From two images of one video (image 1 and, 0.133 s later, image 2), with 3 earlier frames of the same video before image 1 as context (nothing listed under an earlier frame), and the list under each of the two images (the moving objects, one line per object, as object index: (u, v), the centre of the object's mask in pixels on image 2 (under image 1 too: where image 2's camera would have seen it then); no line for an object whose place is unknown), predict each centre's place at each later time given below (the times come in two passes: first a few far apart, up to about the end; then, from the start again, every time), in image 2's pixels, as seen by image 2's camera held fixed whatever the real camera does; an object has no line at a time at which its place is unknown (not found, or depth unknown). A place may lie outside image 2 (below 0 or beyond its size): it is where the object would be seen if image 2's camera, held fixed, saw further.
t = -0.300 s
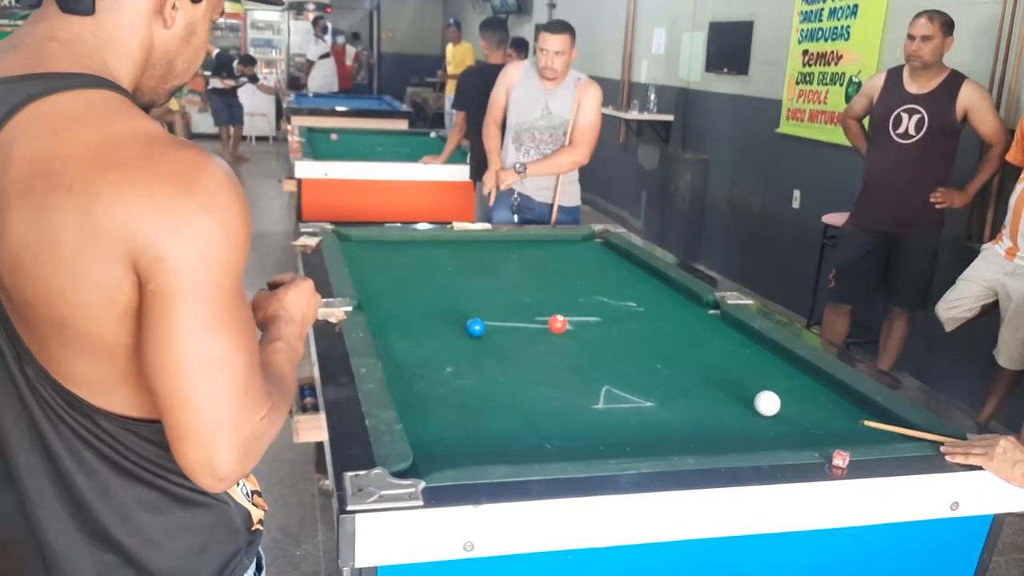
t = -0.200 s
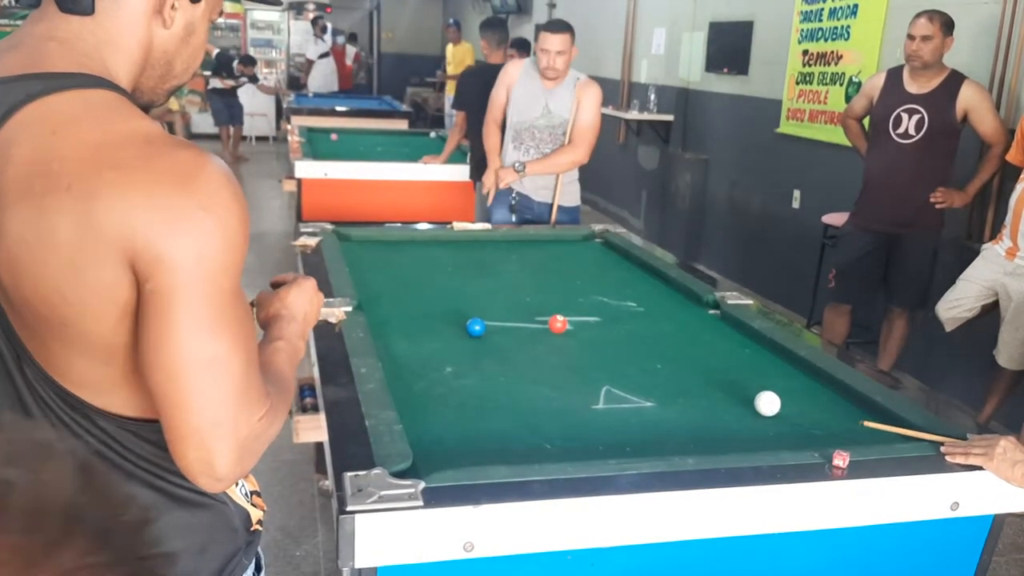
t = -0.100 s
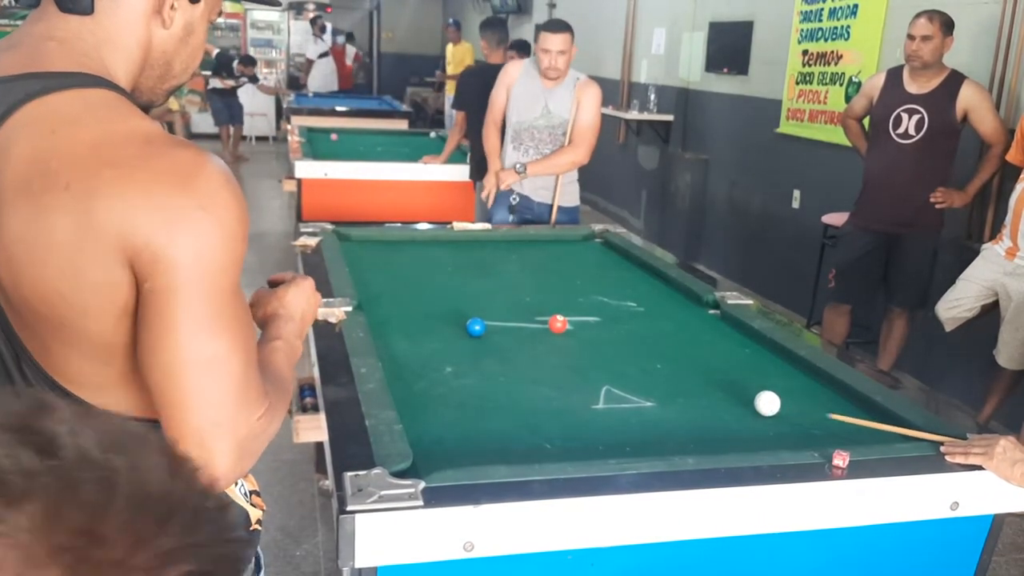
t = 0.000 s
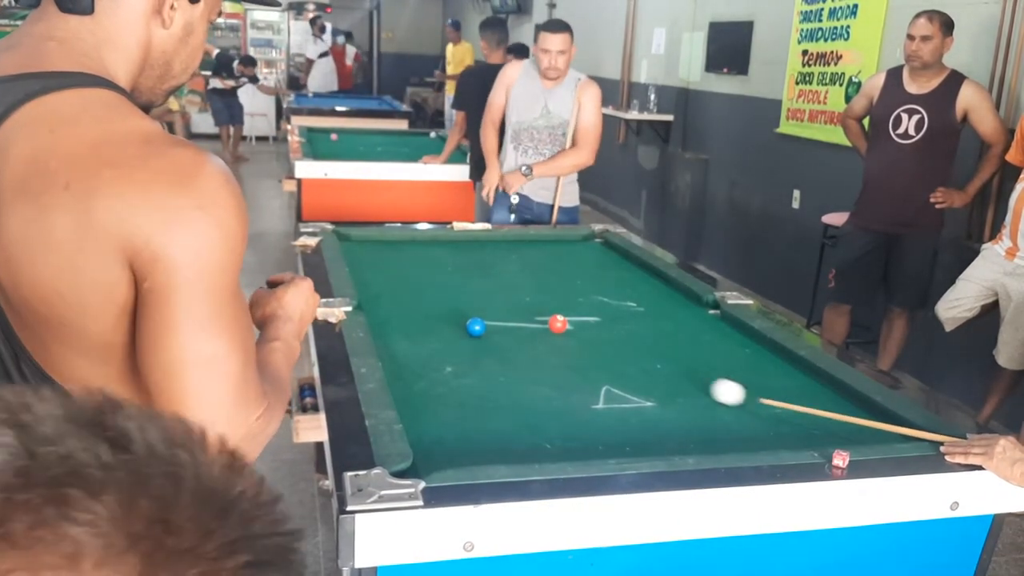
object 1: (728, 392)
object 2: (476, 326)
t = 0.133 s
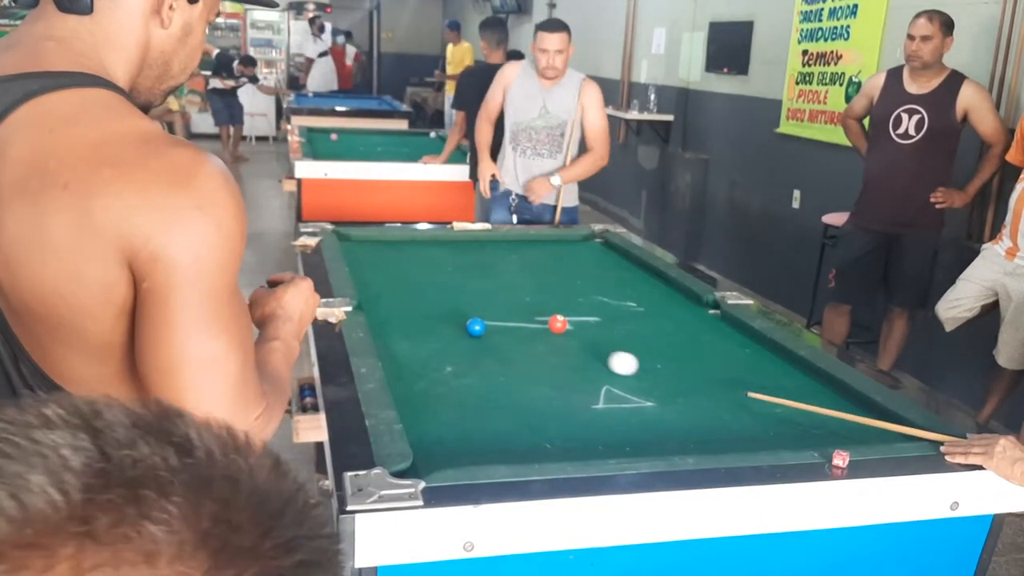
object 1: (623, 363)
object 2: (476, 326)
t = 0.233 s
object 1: (562, 346)
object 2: (475, 326)
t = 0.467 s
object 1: (487, 317)
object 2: (418, 321)
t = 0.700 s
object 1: (460, 296)
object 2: (381, 309)
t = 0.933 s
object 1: (438, 279)
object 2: (401, 296)
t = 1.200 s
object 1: (416, 262)
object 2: (422, 284)
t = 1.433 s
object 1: (400, 249)
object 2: (439, 274)
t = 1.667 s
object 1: (386, 238)
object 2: (453, 266)
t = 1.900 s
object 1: (384, 241)
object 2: (467, 259)
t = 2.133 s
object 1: (385, 248)
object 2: (480, 252)
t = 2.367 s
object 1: (386, 254)
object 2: (490, 246)
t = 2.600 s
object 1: (387, 262)
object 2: (500, 241)
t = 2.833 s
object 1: (388, 269)
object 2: (509, 237)
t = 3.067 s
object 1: (391, 277)
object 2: (521, 238)
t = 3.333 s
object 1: (393, 285)
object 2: (535, 241)
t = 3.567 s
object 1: (396, 293)
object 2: (547, 244)
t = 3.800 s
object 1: (399, 301)
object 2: (557, 246)
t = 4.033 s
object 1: (403, 308)
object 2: (567, 248)
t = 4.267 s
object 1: (406, 316)
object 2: (575, 250)
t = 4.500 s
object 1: (411, 322)
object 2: (584, 251)
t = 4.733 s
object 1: (414, 330)
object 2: (590, 253)
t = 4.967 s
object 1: (418, 337)
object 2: (595, 254)
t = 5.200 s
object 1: (422, 343)
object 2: (600, 255)
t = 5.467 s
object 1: (425, 350)
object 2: (603, 256)
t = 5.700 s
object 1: (428, 356)
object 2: (605, 257)
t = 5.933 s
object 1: (431, 361)
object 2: (606, 257)
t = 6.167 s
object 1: (435, 365)
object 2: (606, 257)
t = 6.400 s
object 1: (439, 369)
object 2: (606, 257)
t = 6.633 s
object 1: (442, 372)
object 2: (606, 257)
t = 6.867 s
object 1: (445, 373)
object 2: (606, 257)
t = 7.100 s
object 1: (446, 375)
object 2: (606, 257)
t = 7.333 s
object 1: (447, 375)
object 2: (606, 257)
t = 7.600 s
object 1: (447, 375)
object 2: (606, 257)
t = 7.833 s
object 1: (447, 375)
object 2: (606, 257)
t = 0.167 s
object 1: (602, 357)
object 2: (476, 326)
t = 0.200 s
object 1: (581, 352)
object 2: (476, 326)
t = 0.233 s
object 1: (562, 346)
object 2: (475, 326)
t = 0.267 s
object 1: (542, 341)
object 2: (475, 326)
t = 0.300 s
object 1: (524, 336)
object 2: (476, 326)
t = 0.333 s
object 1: (506, 331)
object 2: (476, 326)
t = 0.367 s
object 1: (495, 326)
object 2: (468, 326)
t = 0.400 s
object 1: (493, 323)
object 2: (450, 324)
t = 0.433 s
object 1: (491, 320)
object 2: (433, 322)
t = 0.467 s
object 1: (487, 317)
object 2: (418, 321)
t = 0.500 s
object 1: (483, 314)
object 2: (405, 320)
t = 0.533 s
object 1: (479, 311)
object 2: (392, 318)
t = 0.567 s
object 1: (475, 308)
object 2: (380, 317)
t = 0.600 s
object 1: (471, 305)
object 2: (371, 315)
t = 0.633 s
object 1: (467, 302)
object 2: (375, 313)
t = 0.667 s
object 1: (464, 299)
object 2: (378, 311)
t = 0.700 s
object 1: (460, 296)
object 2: (381, 309)
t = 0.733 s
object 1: (457, 294)
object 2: (384, 307)
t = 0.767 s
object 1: (453, 291)
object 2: (386, 305)
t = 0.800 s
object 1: (450, 288)
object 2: (390, 303)
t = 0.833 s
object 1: (447, 286)
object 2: (393, 302)
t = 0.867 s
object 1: (444, 283)
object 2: (395, 300)
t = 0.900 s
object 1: (441, 281)
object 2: (399, 298)
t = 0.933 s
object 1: (438, 279)
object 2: (401, 296)
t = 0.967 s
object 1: (435, 277)
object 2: (404, 295)
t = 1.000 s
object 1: (432, 275)
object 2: (407, 293)
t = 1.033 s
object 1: (429, 272)
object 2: (409, 292)
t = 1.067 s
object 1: (427, 270)
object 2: (412, 290)
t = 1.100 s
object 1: (424, 268)
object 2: (415, 288)
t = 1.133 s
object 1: (421, 266)
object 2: (417, 287)
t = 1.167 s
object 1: (419, 264)
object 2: (419, 285)
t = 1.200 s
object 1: (416, 262)
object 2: (422, 284)
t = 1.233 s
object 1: (414, 260)
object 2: (425, 283)
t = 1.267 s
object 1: (411, 258)
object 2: (427, 281)
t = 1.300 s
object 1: (409, 256)
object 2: (429, 280)
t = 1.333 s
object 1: (407, 254)
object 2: (432, 279)
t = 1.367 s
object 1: (405, 253)
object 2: (433, 277)
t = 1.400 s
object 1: (403, 251)
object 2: (436, 276)
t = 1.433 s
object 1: (400, 249)
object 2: (439, 274)
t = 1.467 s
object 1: (398, 248)
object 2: (440, 273)
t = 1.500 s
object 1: (396, 246)
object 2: (443, 272)
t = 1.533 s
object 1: (394, 244)
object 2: (445, 271)
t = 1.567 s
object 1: (392, 243)
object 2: (447, 269)
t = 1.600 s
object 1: (390, 241)
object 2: (449, 268)
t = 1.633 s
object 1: (388, 240)
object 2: (451, 267)
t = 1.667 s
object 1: (386, 238)
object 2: (453, 266)
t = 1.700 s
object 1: (384, 237)
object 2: (455, 265)
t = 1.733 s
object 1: (383, 236)
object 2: (457, 264)
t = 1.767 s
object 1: (383, 237)
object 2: (460, 263)
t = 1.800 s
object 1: (383, 238)
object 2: (461, 262)
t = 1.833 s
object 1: (383, 239)
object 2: (463, 261)
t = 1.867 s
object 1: (384, 240)
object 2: (465, 260)
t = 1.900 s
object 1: (384, 241)
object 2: (467, 259)
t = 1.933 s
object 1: (384, 242)
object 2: (468, 258)
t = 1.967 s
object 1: (384, 242)
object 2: (471, 257)
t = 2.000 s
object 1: (384, 244)
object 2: (473, 256)
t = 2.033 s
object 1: (384, 244)
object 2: (474, 255)
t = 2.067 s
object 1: (385, 246)
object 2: (476, 254)
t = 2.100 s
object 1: (385, 246)
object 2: (478, 254)
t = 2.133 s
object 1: (385, 248)
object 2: (480, 252)
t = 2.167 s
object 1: (385, 249)
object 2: (481, 252)
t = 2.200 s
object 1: (385, 250)
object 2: (482, 251)
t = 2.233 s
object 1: (385, 251)
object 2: (484, 250)
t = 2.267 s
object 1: (385, 252)
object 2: (485, 249)
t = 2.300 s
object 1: (386, 253)
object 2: (487, 248)
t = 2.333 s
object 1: (386, 253)
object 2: (488, 247)
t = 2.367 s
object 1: (386, 254)
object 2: (490, 246)
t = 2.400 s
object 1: (386, 255)
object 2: (491, 245)
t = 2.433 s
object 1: (386, 256)
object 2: (492, 245)
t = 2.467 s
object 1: (386, 257)
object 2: (494, 244)
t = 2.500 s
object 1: (386, 259)
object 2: (496, 243)
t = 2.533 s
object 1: (386, 260)
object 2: (497, 243)
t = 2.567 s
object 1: (387, 261)
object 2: (498, 242)
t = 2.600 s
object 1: (387, 262)
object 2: (500, 241)
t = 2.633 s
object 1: (387, 263)
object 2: (501, 241)
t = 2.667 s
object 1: (387, 264)
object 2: (503, 240)
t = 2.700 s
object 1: (387, 265)
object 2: (504, 239)
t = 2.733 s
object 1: (388, 266)
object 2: (505, 238)
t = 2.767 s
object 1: (388, 267)
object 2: (506, 238)
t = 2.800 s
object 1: (388, 268)
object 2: (508, 238)
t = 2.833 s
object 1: (388, 269)
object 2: (509, 237)
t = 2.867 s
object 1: (389, 270)
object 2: (510, 236)
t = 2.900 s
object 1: (389, 271)
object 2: (512, 236)
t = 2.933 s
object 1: (389, 272)
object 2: (514, 236)
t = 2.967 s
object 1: (390, 273)
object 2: (516, 237)
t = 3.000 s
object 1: (390, 275)
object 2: (517, 237)
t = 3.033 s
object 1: (390, 276)
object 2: (519, 237)
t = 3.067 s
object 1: (391, 277)
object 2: (521, 238)
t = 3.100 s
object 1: (391, 278)
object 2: (523, 238)
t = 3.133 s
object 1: (391, 279)
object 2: (525, 238)
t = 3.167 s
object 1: (392, 280)
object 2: (527, 239)
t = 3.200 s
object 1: (392, 281)
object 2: (528, 239)
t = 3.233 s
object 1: (392, 282)
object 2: (530, 240)
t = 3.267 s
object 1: (393, 283)
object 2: (532, 240)
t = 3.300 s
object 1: (393, 284)
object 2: (534, 240)
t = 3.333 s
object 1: (393, 285)
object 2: (535, 241)
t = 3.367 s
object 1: (394, 286)
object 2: (537, 241)
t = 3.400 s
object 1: (394, 288)
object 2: (538, 241)
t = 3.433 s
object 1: (394, 289)
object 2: (540, 242)
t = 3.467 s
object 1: (395, 290)
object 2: (542, 242)
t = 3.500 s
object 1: (395, 291)
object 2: (543, 243)
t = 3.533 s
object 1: (395, 292)
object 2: (545, 243)
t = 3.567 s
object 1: (396, 293)
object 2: (547, 244)
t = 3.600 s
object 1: (396, 294)
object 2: (549, 244)
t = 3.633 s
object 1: (397, 295)
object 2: (550, 244)
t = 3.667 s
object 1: (397, 296)
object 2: (552, 244)
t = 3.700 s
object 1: (397, 297)
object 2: (553, 245)
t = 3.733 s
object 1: (398, 299)
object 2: (555, 245)
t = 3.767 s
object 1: (398, 300)
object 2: (556, 246)
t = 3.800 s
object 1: (399, 301)
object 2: (557, 246)
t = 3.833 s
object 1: (399, 302)
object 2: (559, 246)
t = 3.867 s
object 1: (400, 303)
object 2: (560, 246)
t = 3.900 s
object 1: (401, 304)
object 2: (562, 247)
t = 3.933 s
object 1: (401, 305)
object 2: (563, 247)
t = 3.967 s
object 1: (401, 306)
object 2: (565, 247)
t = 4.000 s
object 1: (402, 307)
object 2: (566, 247)
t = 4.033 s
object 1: (403, 308)
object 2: (567, 248)
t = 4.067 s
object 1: (403, 309)
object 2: (568, 248)
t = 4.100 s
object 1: (404, 310)
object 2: (569, 248)
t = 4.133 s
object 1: (404, 311)
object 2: (571, 249)
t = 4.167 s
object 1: (404, 313)
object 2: (572, 249)
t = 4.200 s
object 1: (405, 314)
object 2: (573, 249)
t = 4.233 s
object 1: (406, 315)
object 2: (574, 249)
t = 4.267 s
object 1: (406, 316)
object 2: (575, 250)
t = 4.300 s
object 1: (407, 317)
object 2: (577, 250)
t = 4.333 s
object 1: (407, 318)
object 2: (578, 250)
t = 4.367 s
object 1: (407, 319)
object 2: (579, 250)
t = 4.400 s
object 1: (408, 320)
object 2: (581, 251)
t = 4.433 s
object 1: (409, 321)
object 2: (582, 250)
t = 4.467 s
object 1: (410, 321)
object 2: (583, 251)
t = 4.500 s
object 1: (411, 322)
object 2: (584, 251)
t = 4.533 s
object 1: (411, 323)
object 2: (585, 252)
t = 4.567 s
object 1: (411, 325)
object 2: (586, 251)
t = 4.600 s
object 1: (412, 326)
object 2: (587, 252)
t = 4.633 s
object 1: (412, 327)
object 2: (588, 253)
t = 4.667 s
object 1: (413, 328)
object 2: (589, 253)
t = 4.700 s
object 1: (414, 329)
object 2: (590, 252)
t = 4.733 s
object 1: (414, 330)
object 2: (590, 253)
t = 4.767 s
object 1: (415, 331)
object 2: (591, 253)
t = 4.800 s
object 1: (415, 332)
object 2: (592, 253)
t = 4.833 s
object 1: (416, 333)
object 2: (593, 253)
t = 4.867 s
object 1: (416, 334)
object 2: (594, 254)
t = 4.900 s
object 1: (417, 335)
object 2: (595, 254)
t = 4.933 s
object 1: (417, 336)
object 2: (595, 254)
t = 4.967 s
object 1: (418, 337)
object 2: (595, 254)
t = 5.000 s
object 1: (418, 338)
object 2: (596, 254)
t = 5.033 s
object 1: (419, 339)
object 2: (597, 254)
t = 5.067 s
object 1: (420, 340)
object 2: (598, 255)
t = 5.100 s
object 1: (420, 341)
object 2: (599, 255)
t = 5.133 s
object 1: (421, 341)
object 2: (599, 255)
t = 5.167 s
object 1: (421, 342)
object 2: (599, 255)
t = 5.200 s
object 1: (422, 343)
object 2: (600, 255)
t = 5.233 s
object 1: (422, 344)
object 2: (600, 255)
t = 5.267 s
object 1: (422, 345)
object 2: (601, 256)
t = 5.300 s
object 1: (423, 346)
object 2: (601, 256)
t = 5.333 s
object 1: (423, 347)
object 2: (602, 256)
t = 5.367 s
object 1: (424, 348)
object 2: (602, 256)
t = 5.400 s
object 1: (424, 349)
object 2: (602, 256)
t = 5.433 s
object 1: (425, 349)
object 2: (602, 256)
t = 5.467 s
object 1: (425, 350)
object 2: (603, 256)
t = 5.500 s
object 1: (425, 351)
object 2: (603, 256)
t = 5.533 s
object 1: (426, 352)
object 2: (604, 256)
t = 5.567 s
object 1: (426, 353)
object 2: (604, 256)
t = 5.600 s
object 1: (426, 353)
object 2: (605, 256)
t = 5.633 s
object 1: (427, 354)
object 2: (604, 256)
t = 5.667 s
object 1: (427, 355)
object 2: (605, 256)
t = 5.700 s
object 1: (428, 356)
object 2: (605, 257)
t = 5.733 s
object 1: (428, 357)
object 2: (605, 257)
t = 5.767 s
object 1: (429, 357)
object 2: (605, 256)
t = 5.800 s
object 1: (429, 358)
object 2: (605, 257)
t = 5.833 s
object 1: (430, 359)
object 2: (606, 257)
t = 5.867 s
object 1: (430, 359)
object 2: (606, 256)
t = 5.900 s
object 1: (431, 360)
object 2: (606, 257)
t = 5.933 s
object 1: (431, 361)
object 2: (606, 257)
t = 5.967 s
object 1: (432, 362)
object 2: (606, 257)
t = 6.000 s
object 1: (432, 362)
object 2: (606, 257)
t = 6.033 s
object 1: (433, 363)
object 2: (606, 257)
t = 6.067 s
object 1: (434, 363)
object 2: (606, 257)
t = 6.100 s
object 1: (434, 364)
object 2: (606, 257)
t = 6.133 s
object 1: (435, 364)
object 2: (606, 257)
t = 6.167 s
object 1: (435, 365)
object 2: (606, 257)
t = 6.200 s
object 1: (436, 366)
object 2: (606, 257)
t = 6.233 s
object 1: (436, 366)
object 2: (606, 257)
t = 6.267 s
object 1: (437, 367)
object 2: (606, 257)
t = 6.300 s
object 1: (437, 367)
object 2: (606, 257)
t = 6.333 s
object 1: (438, 368)
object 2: (606, 257)
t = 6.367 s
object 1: (438, 368)
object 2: (606, 257)
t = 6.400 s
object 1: (439, 369)
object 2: (606, 257)
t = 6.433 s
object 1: (439, 369)
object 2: (606, 257)
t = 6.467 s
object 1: (440, 369)
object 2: (606, 257)
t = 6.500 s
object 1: (440, 370)
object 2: (606, 257)
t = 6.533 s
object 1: (441, 370)
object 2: (606, 257)
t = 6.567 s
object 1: (442, 371)
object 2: (606, 257)
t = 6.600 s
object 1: (442, 371)
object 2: (606, 257)
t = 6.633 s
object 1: (442, 372)
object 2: (606, 257)
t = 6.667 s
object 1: (443, 372)
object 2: (606, 257)
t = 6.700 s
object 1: (443, 372)
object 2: (606, 257)
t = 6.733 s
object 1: (443, 373)
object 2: (606, 257)
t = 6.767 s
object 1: (444, 373)
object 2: (606, 257)
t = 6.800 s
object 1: (444, 373)
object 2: (606, 257)
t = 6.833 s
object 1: (444, 373)
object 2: (606, 257)
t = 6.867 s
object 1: (445, 373)
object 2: (606, 257)
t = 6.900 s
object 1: (445, 374)
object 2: (606, 257)
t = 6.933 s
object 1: (445, 374)
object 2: (606, 257)
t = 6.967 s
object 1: (446, 374)
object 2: (606, 257)
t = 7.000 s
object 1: (446, 374)
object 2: (606, 257)
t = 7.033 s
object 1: (446, 374)
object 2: (606, 257)
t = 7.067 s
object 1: (446, 375)
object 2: (606, 257)
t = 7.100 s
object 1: (446, 375)
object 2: (606, 257)
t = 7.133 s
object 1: (446, 375)
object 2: (606, 257)
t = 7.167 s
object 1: (446, 375)
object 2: (606, 257)
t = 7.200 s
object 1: (447, 375)
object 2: (606, 257)
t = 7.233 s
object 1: (447, 375)
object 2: (606, 257)
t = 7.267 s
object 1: (447, 375)
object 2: (606, 257)
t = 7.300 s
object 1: (447, 375)
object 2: (606, 257)
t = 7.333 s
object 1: (447, 375)
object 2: (606, 257)
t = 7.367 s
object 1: (447, 375)
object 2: (606, 257)
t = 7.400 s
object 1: (447, 375)
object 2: (606, 257)
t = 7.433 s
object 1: (447, 375)
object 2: (606, 257)
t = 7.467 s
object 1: (447, 375)
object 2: (606, 257)
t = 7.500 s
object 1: (447, 375)
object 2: (606, 257)
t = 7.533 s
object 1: (447, 375)
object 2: (606, 257)
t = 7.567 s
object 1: (447, 375)
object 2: (606, 257)
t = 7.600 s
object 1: (447, 375)
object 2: (606, 257)
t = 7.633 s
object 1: (447, 375)
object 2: (606, 257)
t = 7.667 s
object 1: (447, 375)
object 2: (606, 257)
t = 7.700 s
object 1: (447, 375)
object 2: (606, 257)
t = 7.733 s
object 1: (447, 375)
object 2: (606, 257)
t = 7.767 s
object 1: (447, 375)
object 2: (606, 257)
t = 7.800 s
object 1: (447, 375)
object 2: (606, 257)
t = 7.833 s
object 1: (447, 375)
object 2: (606, 257)
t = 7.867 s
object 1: (447, 375)
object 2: (606, 257)
